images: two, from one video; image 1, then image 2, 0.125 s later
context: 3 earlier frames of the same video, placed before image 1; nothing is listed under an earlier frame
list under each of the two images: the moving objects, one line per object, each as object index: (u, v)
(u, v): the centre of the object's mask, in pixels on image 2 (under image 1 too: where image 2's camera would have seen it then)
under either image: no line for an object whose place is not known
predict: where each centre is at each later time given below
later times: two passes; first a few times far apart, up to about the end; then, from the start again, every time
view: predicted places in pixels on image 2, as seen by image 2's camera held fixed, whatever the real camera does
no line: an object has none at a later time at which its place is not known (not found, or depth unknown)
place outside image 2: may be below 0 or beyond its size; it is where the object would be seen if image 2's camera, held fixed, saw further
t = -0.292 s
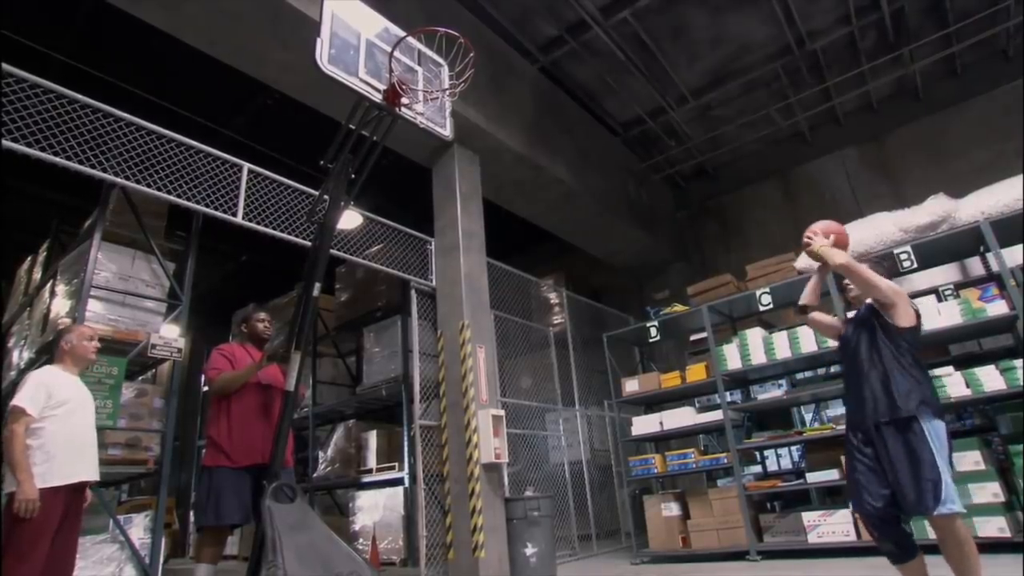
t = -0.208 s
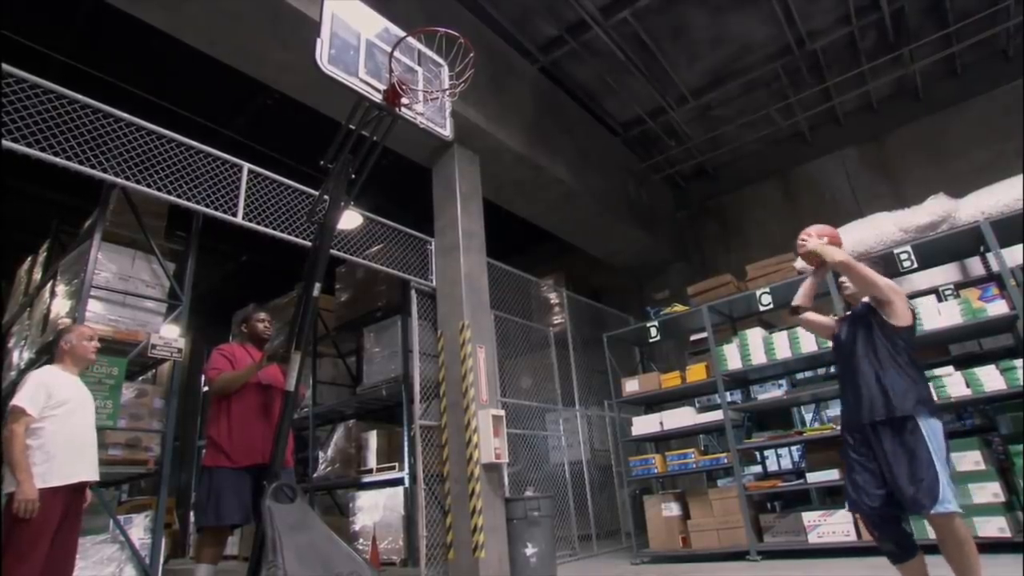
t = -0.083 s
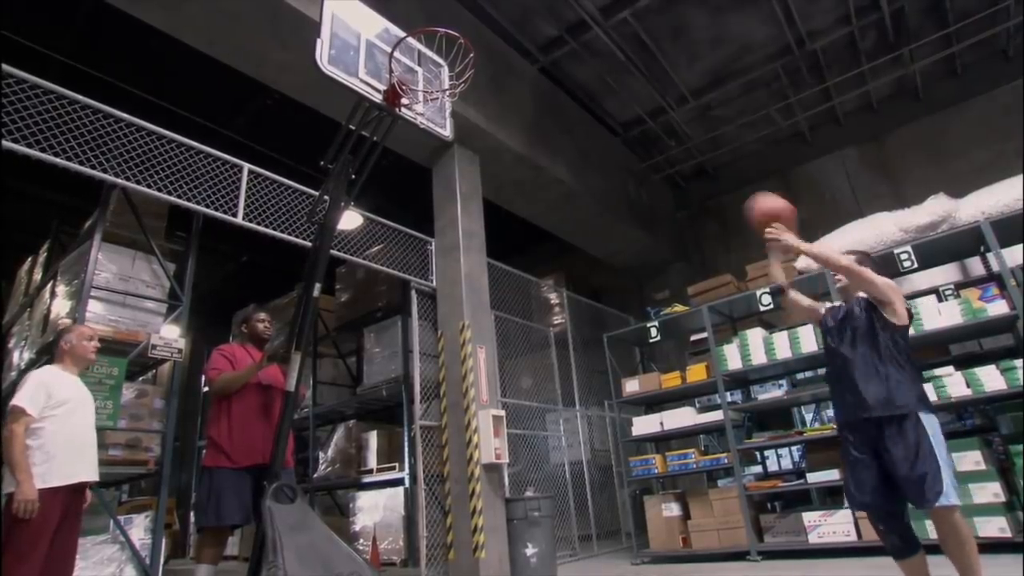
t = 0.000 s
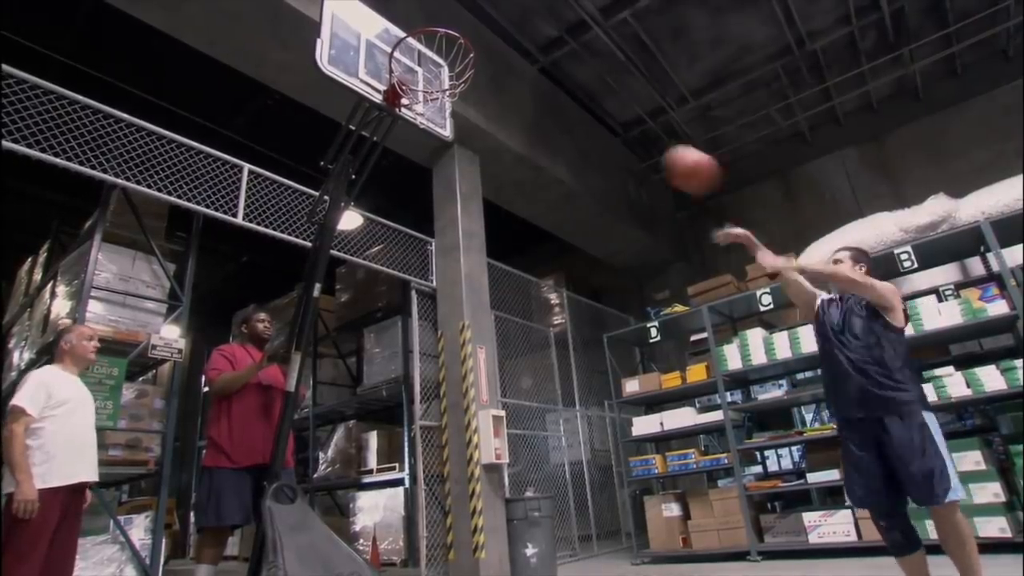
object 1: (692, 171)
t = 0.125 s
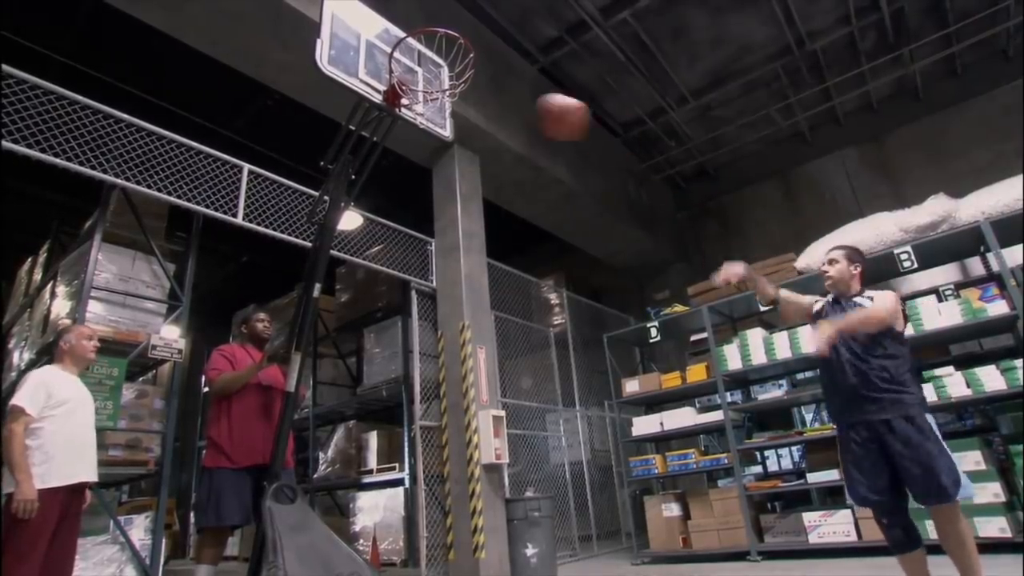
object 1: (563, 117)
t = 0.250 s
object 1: (439, 87)
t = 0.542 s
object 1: (195, 132)
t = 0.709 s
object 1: (24, 251)
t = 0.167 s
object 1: (521, 104)
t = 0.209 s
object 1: (482, 95)
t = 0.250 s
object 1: (439, 87)
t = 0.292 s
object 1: (395, 82)
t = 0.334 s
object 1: (356, 82)
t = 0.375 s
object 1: (324, 86)
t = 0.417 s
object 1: (293, 93)
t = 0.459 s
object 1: (262, 103)
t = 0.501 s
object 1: (227, 117)
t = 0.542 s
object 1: (195, 132)
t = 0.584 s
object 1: (154, 154)
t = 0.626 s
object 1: (106, 185)
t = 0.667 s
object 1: (59, 215)
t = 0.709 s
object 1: (24, 251)
